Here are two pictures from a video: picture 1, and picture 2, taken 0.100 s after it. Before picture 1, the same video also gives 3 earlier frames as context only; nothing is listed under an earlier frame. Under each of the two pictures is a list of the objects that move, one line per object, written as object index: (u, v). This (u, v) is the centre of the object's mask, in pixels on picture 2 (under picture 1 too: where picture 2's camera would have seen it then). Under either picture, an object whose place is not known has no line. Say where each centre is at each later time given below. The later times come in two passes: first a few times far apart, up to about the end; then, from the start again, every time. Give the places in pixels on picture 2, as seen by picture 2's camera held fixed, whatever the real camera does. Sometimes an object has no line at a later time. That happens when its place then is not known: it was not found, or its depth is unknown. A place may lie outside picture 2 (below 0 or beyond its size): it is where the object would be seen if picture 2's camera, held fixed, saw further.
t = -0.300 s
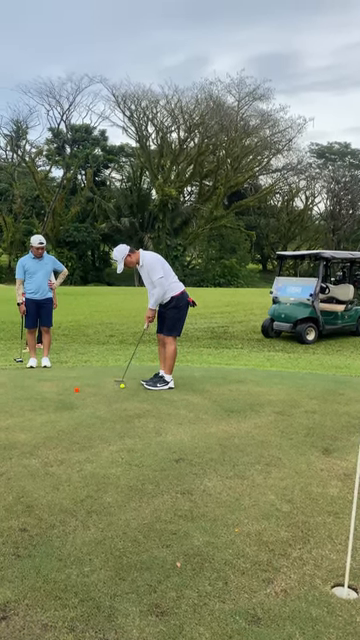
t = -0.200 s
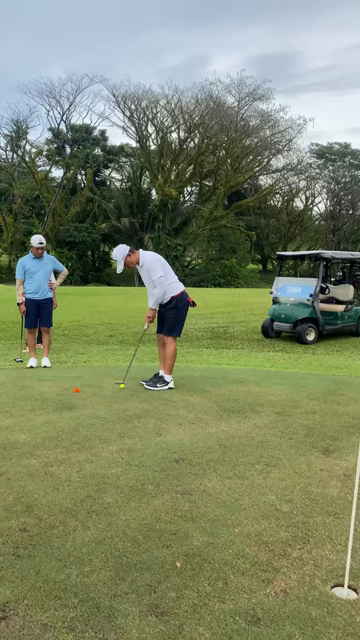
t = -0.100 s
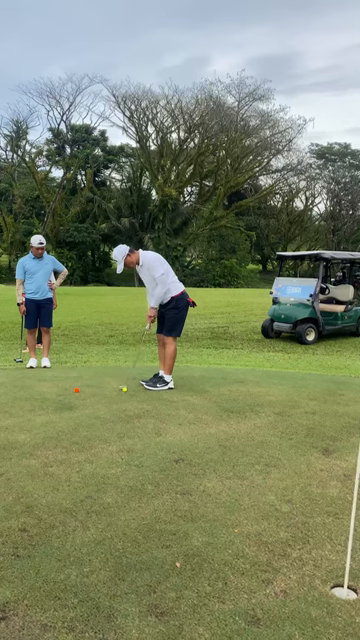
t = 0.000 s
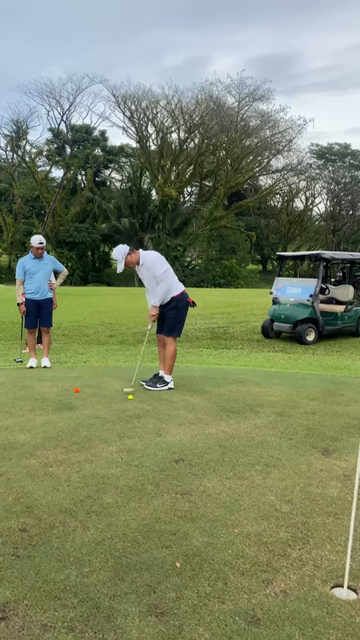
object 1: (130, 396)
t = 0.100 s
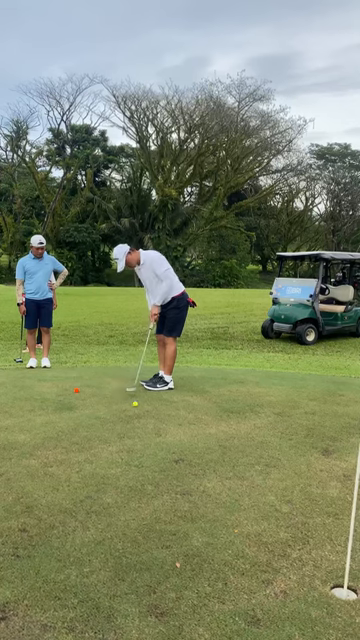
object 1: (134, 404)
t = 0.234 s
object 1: (141, 413)
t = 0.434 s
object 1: (151, 427)
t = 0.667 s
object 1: (163, 444)
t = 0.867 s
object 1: (176, 461)
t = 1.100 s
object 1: (191, 480)
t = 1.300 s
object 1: (204, 497)
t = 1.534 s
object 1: (221, 516)
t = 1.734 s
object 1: (237, 532)
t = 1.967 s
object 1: (255, 547)
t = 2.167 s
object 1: (266, 557)
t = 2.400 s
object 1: (274, 562)
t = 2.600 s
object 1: (278, 563)
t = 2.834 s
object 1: (278, 563)
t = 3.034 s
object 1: (278, 564)
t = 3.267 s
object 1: (278, 563)
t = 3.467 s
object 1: (278, 563)
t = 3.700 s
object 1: (277, 563)
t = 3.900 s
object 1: (278, 563)
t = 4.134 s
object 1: (277, 564)
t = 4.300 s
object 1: (277, 563)
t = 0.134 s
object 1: (136, 405)
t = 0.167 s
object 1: (138, 408)
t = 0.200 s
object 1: (139, 411)
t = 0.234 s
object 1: (141, 413)
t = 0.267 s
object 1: (142, 415)
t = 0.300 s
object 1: (144, 417)
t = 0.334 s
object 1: (146, 420)
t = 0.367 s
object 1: (147, 422)
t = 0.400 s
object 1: (149, 424)
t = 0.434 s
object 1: (151, 427)
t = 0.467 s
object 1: (152, 429)
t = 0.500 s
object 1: (154, 432)
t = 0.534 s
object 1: (156, 435)
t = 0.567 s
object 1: (157, 437)
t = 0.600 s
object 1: (159, 440)
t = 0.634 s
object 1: (161, 442)
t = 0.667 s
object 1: (163, 444)
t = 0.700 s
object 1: (165, 447)
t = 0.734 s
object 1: (167, 450)
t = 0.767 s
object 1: (170, 453)
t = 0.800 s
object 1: (172, 455)
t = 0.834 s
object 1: (174, 458)
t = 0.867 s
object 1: (176, 461)
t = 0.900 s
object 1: (178, 463)
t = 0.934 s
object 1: (180, 466)
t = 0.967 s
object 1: (182, 469)
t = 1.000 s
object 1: (184, 472)
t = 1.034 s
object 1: (186, 474)
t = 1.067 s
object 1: (188, 478)
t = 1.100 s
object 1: (191, 480)
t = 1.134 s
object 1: (193, 483)
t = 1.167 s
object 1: (196, 486)
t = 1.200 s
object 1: (198, 489)
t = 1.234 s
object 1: (200, 491)
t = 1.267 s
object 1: (202, 494)
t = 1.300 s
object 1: (204, 497)
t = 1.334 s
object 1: (207, 500)
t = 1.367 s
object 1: (209, 503)
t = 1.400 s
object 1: (212, 506)
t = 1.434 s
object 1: (214, 508)
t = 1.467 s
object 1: (216, 511)
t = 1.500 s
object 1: (219, 514)
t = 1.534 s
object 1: (221, 516)
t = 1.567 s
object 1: (224, 519)
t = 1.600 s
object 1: (227, 522)
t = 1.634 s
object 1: (229, 525)
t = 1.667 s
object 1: (232, 527)
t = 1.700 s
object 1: (234, 530)
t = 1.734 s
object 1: (237, 532)
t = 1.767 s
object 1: (240, 535)
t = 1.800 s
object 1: (242, 537)
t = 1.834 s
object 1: (245, 540)
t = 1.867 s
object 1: (248, 542)
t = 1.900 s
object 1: (250, 544)
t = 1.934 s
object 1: (252, 545)
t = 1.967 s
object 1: (255, 547)
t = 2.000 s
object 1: (257, 549)
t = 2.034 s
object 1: (259, 551)
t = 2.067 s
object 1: (260, 552)
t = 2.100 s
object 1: (263, 553)
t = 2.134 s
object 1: (264, 556)
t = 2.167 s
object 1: (266, 557)
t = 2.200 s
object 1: (268, 558)
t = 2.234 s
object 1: (269, 559)
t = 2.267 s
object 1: (271, 560)
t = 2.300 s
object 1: (272, 560)
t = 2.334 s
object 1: (272, 561)
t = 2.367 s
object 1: (273, 562)
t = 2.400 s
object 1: (274, 562)
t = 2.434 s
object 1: (275, 563)
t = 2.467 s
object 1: (276, 563)
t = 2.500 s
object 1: (277, 563)
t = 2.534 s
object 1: (278, 564)
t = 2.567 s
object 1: (278, 564)
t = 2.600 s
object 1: (278, 563)
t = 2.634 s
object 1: (278, 563)
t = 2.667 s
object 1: (278, 563)
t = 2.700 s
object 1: (278, 563)
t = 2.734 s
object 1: (278, 563)
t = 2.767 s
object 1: (278, 563)
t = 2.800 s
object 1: (278, 564)
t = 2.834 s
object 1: (278, 563)
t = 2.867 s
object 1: (278, 563)
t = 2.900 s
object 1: (278, 563)
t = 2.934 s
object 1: (278, 563)
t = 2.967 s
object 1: (278, 563)
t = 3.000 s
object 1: (278, 563)
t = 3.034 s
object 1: (278, 564)
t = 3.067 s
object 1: (277, 563)
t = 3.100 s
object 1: (277, 563)
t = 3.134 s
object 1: (277, 563)
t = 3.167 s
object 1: (278, 563)
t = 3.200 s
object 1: (278, 563)
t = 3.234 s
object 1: (278, 563)
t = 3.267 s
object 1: (278, 563)
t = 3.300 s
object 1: (278, 563)
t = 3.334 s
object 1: (278, 563)
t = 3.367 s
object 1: (278, 563)
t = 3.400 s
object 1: (278, 563)
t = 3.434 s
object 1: (278, 563)
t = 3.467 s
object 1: (278, 563)
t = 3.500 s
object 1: (278, 563)
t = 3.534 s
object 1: (278, 563)
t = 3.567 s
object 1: (277, 563)
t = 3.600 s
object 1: (277, 563)
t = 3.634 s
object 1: (277, 563)
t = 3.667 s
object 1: (277, 563)
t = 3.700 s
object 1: (277, 563)
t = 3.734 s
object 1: (278, 563)
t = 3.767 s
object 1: (278, 563)
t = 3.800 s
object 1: (278, 563)
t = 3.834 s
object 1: (278, 564)
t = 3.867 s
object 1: (277, 563)
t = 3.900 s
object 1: (278, 563)
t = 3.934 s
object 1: (278, 563)
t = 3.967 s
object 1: (278, 563)
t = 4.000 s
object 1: (277, 563)
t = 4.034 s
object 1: (277, 564)
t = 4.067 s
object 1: (277, 563)
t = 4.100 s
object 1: (277, 564)
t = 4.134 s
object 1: (277, 564)
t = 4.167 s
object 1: (277, 563)
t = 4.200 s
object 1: (277, 563)
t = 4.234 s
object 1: (277, 563)
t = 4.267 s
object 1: (278, 563)
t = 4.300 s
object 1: (277, 563)
